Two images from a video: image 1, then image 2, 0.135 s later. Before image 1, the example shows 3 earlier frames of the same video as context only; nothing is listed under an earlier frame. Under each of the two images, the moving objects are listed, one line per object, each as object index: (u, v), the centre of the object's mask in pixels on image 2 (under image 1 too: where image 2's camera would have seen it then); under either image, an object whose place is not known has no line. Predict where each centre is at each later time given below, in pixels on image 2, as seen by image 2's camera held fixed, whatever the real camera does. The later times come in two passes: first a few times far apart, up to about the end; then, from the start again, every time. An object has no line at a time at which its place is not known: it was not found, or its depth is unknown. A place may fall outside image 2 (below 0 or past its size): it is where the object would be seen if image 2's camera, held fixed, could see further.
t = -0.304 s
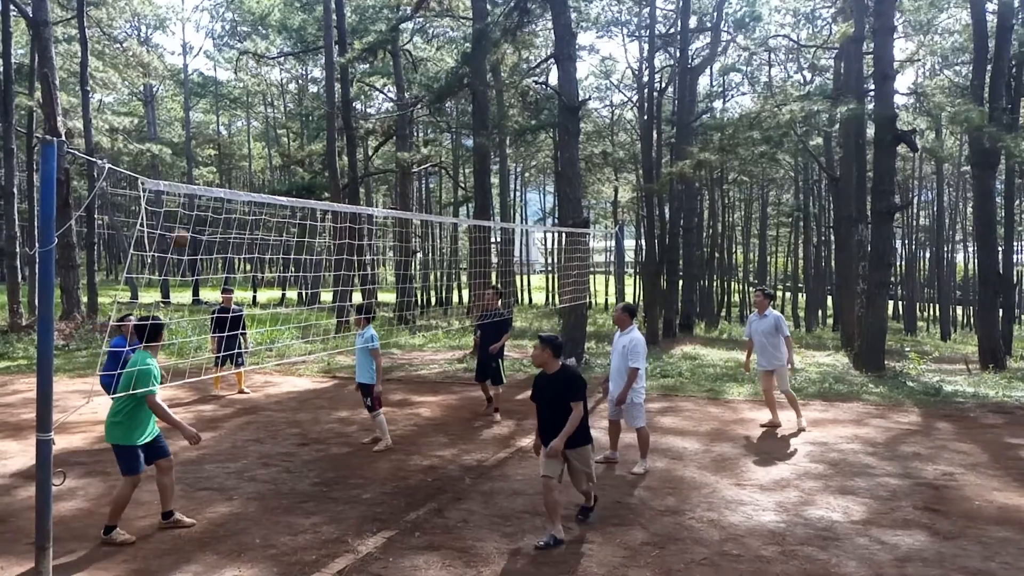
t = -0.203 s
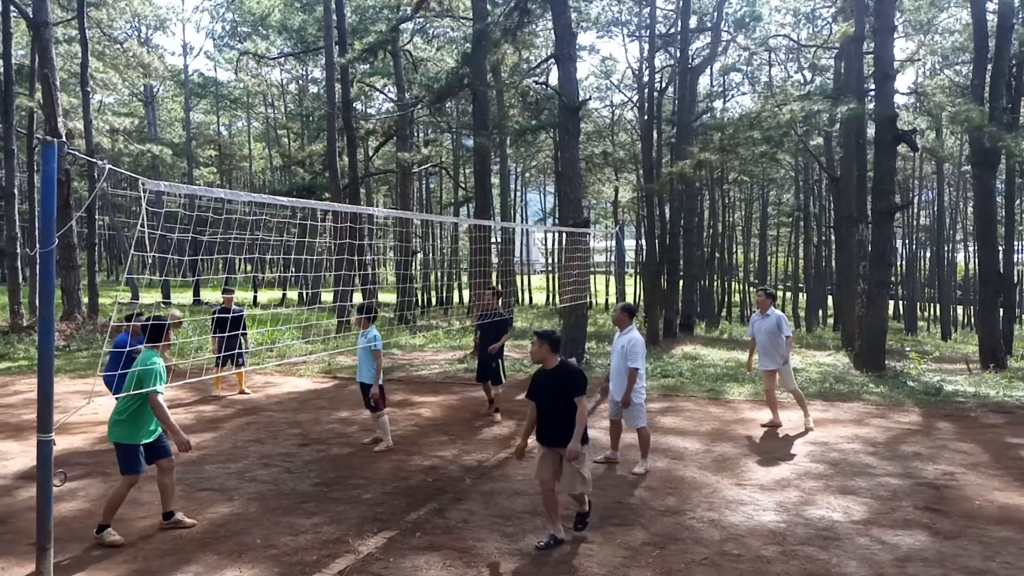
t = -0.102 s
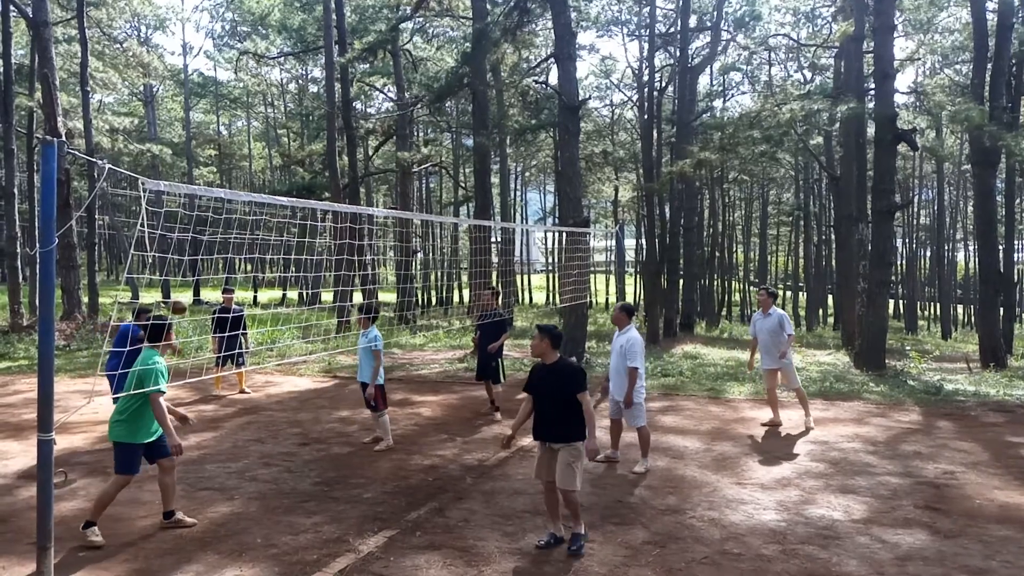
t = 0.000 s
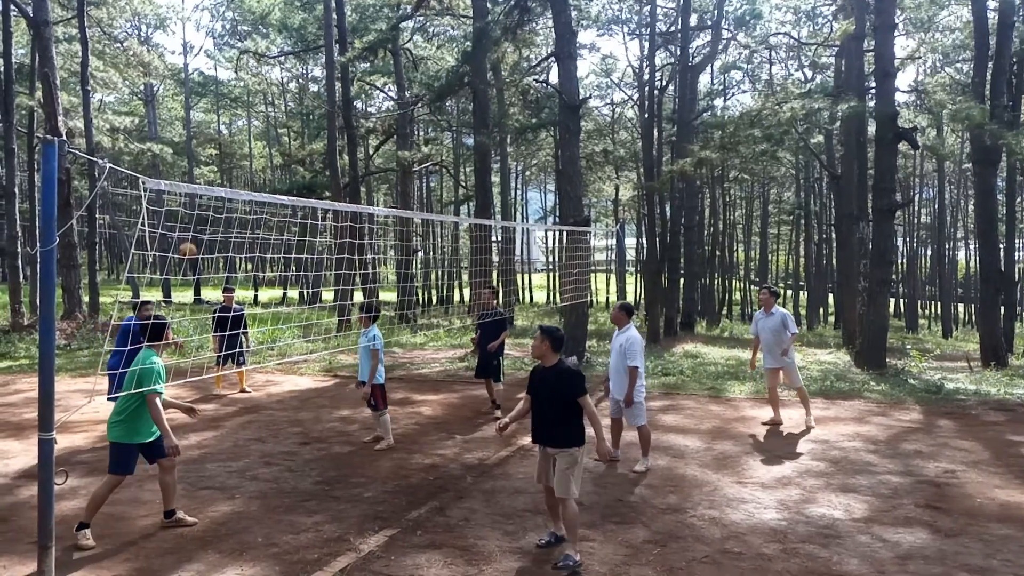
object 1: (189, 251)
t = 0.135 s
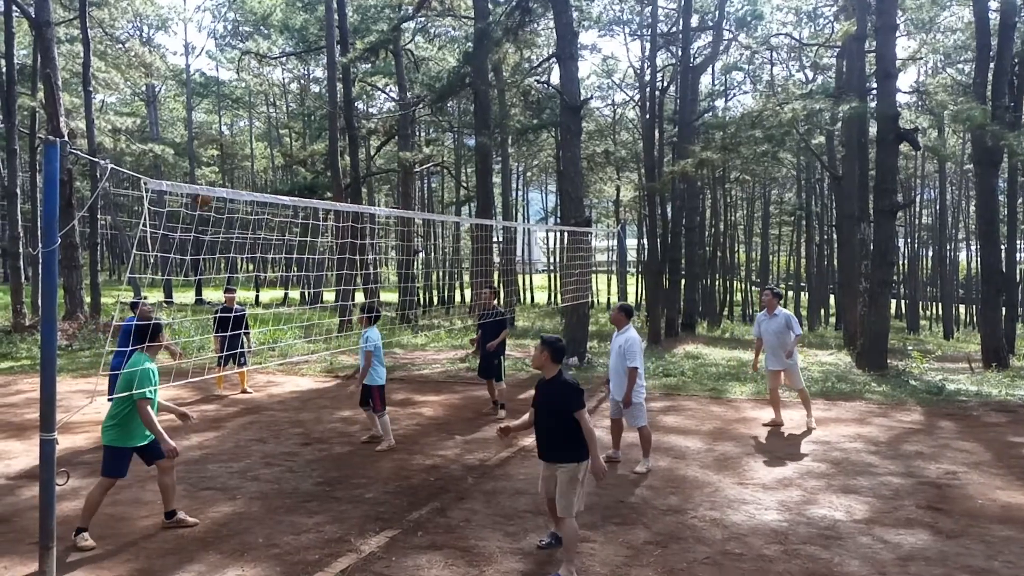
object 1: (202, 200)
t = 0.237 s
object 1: (212, 166)
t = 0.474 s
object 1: (239, 128)
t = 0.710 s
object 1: (269, 141)
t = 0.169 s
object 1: (205, 182)
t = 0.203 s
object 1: (209, 176)
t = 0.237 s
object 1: (212, 166)
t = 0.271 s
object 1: (216, 157)
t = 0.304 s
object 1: (220, 150)
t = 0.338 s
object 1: (223, 143)
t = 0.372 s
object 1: (228, 139)
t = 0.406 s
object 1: (231, 135)
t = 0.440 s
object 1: (236, 132)
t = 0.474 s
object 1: (239, 128)
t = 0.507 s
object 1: (244, 127)
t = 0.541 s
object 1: (247, 127)
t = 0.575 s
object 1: (252, 127)
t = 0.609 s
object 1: (256, 129)
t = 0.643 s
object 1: (260, 132)
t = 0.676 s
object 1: (264, 136)
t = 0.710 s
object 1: (269, 141)
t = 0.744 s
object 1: (273, 148)
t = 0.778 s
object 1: (278, 155)
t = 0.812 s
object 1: (282, 162)
